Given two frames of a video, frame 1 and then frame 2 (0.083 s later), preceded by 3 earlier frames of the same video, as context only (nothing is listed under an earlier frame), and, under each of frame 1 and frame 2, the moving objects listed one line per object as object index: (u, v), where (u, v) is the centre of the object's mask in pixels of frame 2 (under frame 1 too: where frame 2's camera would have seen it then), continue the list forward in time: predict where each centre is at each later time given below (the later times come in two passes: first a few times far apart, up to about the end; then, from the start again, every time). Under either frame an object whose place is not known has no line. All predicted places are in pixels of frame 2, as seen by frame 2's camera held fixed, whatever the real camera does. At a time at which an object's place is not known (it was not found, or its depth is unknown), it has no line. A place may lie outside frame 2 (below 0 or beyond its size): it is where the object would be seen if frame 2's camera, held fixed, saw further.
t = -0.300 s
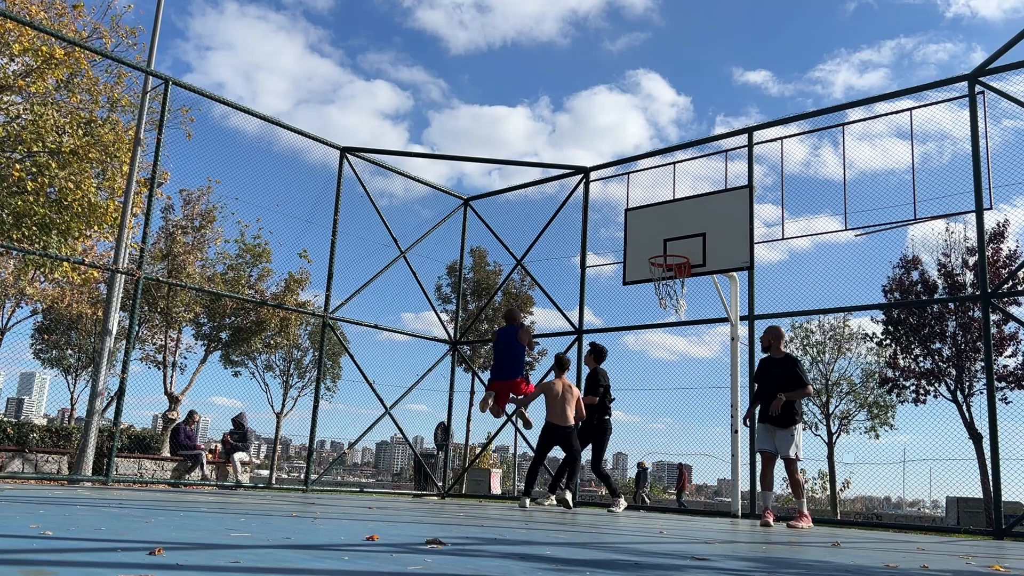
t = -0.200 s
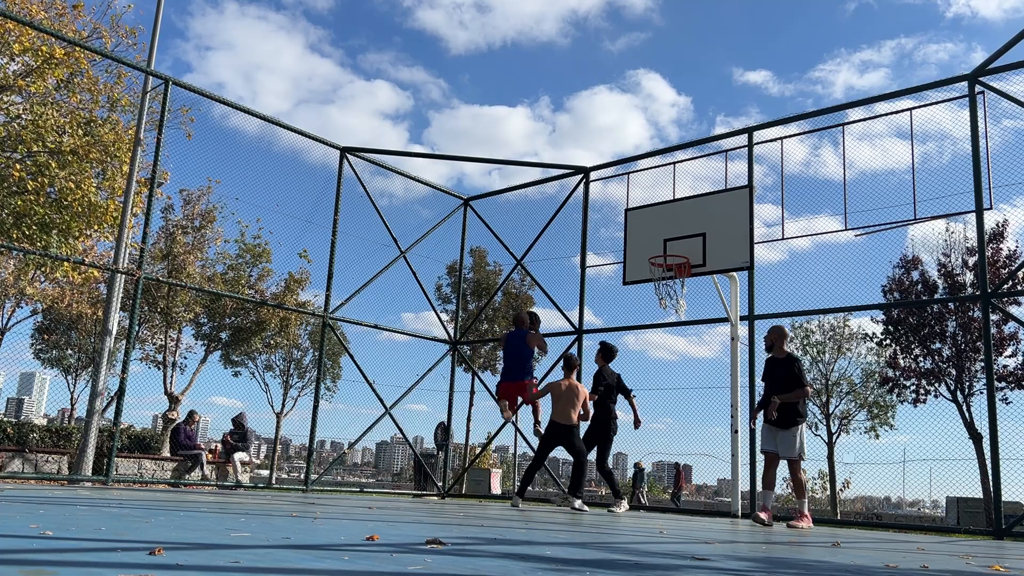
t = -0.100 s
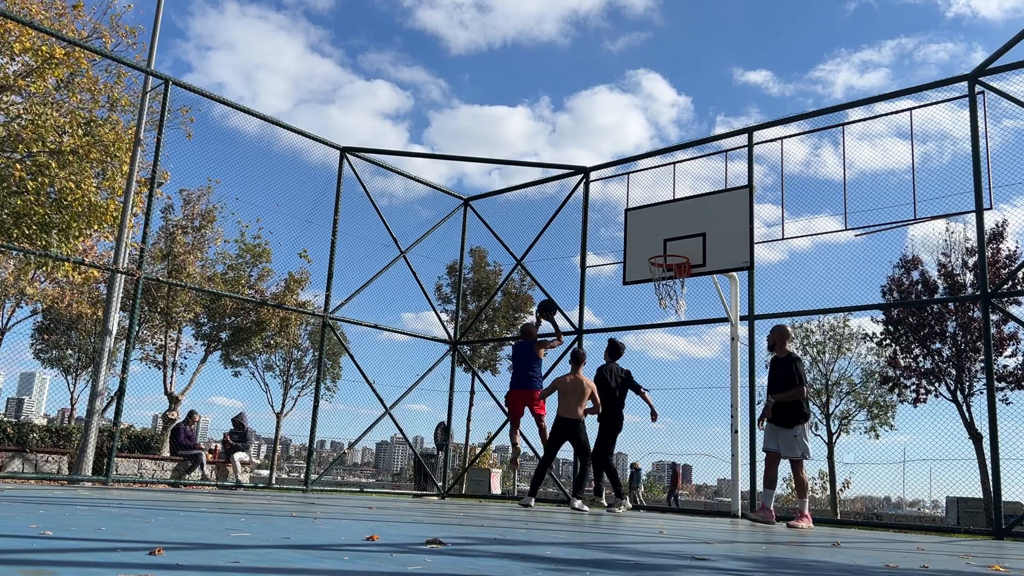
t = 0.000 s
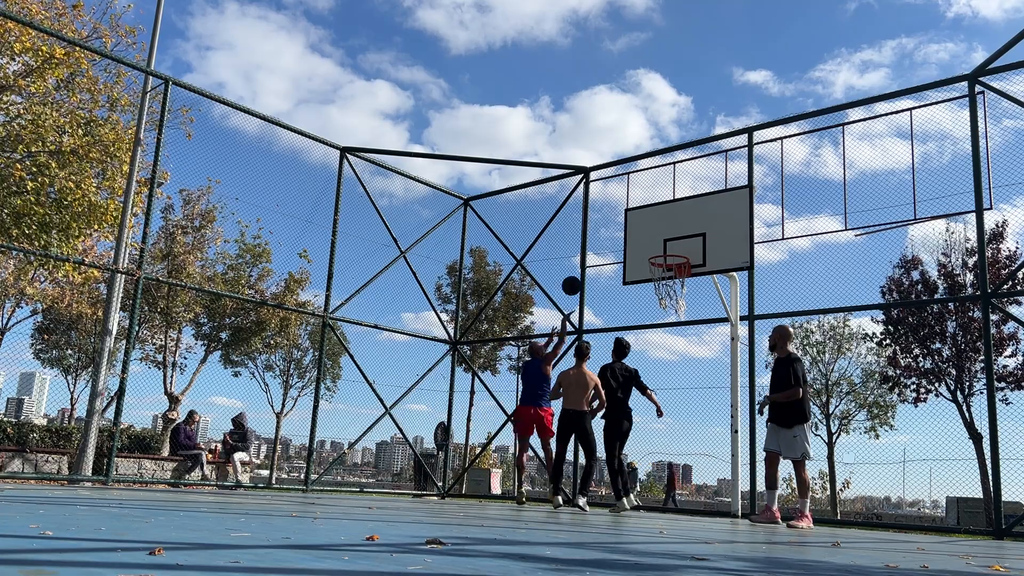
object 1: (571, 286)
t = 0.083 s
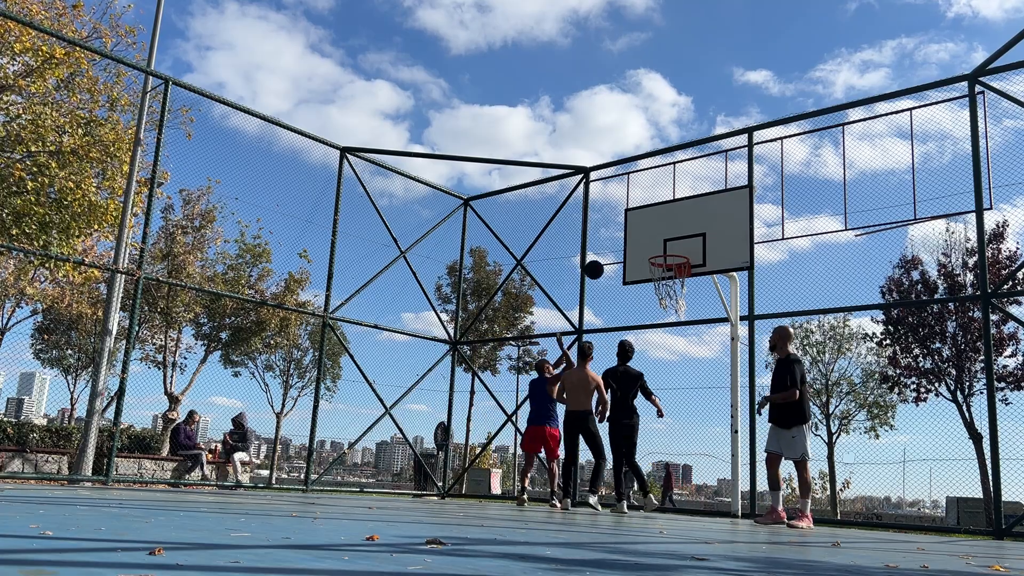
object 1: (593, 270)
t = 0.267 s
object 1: (642, 253)
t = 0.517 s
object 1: (656, 244)
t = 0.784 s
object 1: (642, 252)
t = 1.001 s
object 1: (618, 265)
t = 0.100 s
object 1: (598, 267)
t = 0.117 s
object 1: (603, 265)
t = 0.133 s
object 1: (607, 263)
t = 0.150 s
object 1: (612, 261)
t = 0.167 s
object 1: (615, 259)
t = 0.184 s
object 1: (621, 258)
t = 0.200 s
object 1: (625, 257)
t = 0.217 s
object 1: (629, 256)
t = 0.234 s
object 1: (634, 255)
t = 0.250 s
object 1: (638, 254)
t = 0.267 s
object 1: (642, 253)
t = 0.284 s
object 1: (646, 253)
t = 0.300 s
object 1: (650, 252)
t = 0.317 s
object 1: (655, 252)
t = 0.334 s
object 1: (660, 254)
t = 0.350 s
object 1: (662, 254)
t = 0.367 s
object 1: (662, 255)
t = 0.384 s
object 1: (662, 255)
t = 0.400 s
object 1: (661, 255)
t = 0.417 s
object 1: (661, 254)
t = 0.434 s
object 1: (660, 252)
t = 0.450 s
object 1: (659, 249)
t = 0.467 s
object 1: (658, 248)
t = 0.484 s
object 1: (657, 247)
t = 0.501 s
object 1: (657, 245)
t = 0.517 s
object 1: (656, 244)
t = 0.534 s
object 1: (655, 243)
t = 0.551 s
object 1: (654, 243)
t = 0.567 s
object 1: (653, 242)
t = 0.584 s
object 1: (653, 242)
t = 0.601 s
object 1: (652, 242)
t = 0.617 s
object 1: (651, 242)
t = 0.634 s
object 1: (650, 242)
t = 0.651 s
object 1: (649, 243)
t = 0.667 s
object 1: (649, 244)
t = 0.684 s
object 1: (648, 245)
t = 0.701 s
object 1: (647, 246)
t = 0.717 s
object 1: (646, 247)
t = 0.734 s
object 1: (645, 249)
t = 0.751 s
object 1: (644, 250)
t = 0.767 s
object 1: (643, 252)
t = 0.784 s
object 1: (642, 252)
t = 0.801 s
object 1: (640, 251)
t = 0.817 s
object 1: (638, 251)
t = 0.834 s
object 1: (637, 252)
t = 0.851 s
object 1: (635, 252)
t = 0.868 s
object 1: (633, 253)
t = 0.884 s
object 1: (631, 253)
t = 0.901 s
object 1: (629, 255)
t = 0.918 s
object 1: (628, 256)
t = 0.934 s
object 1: (626, 257)
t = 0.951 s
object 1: (624, 259)
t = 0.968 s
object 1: (622, 261)
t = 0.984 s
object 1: (620, 263)
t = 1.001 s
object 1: (618, 265)
